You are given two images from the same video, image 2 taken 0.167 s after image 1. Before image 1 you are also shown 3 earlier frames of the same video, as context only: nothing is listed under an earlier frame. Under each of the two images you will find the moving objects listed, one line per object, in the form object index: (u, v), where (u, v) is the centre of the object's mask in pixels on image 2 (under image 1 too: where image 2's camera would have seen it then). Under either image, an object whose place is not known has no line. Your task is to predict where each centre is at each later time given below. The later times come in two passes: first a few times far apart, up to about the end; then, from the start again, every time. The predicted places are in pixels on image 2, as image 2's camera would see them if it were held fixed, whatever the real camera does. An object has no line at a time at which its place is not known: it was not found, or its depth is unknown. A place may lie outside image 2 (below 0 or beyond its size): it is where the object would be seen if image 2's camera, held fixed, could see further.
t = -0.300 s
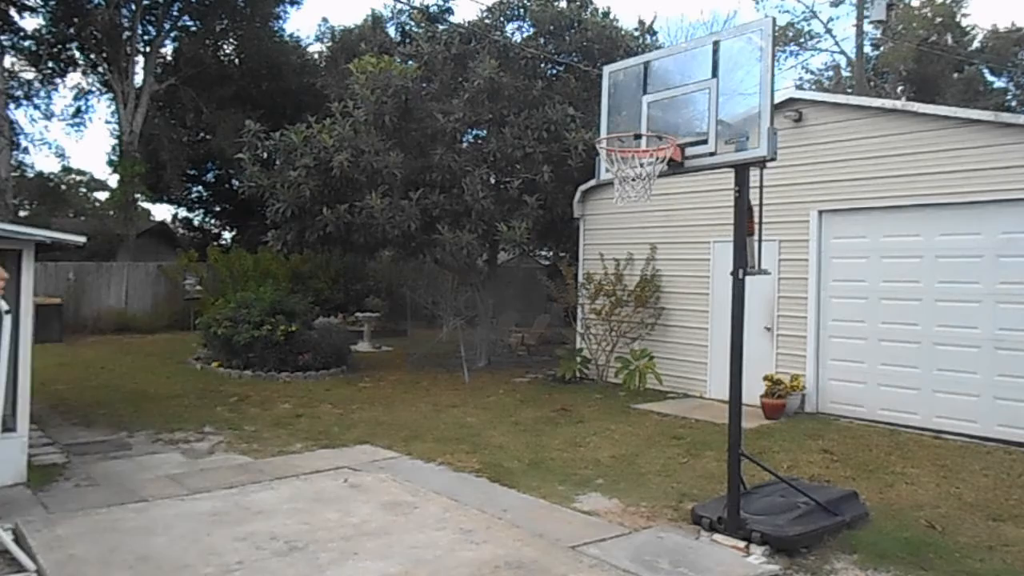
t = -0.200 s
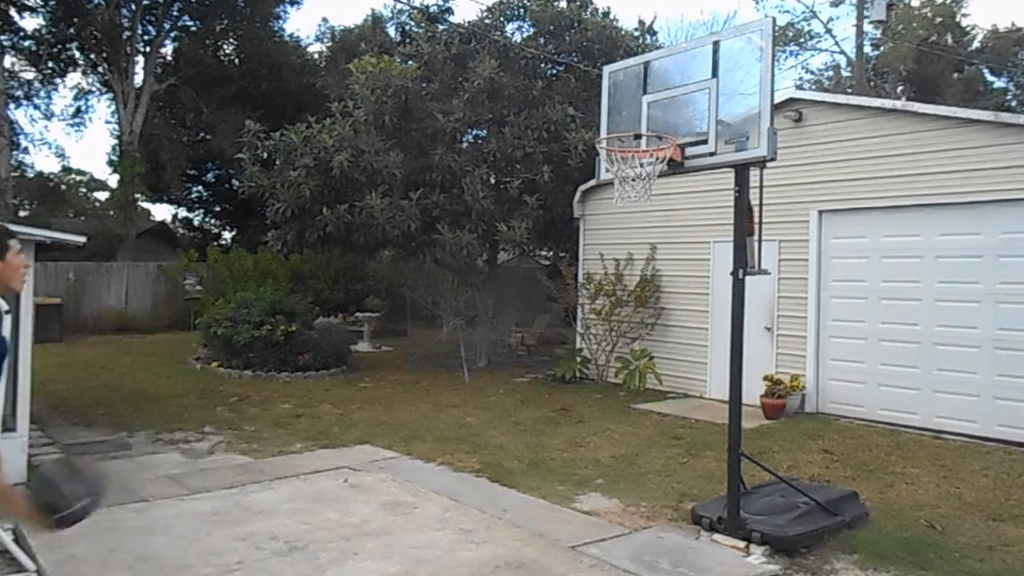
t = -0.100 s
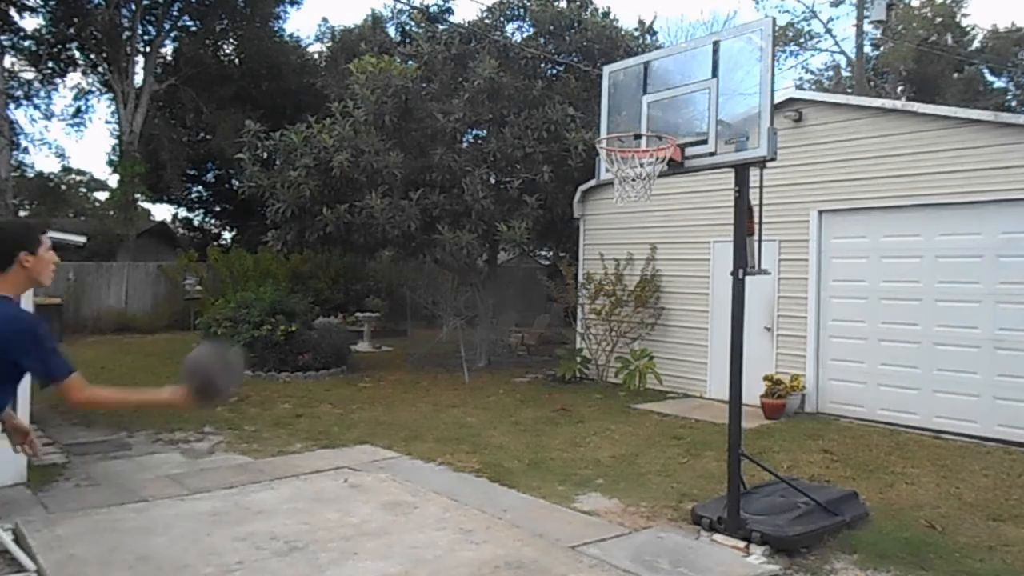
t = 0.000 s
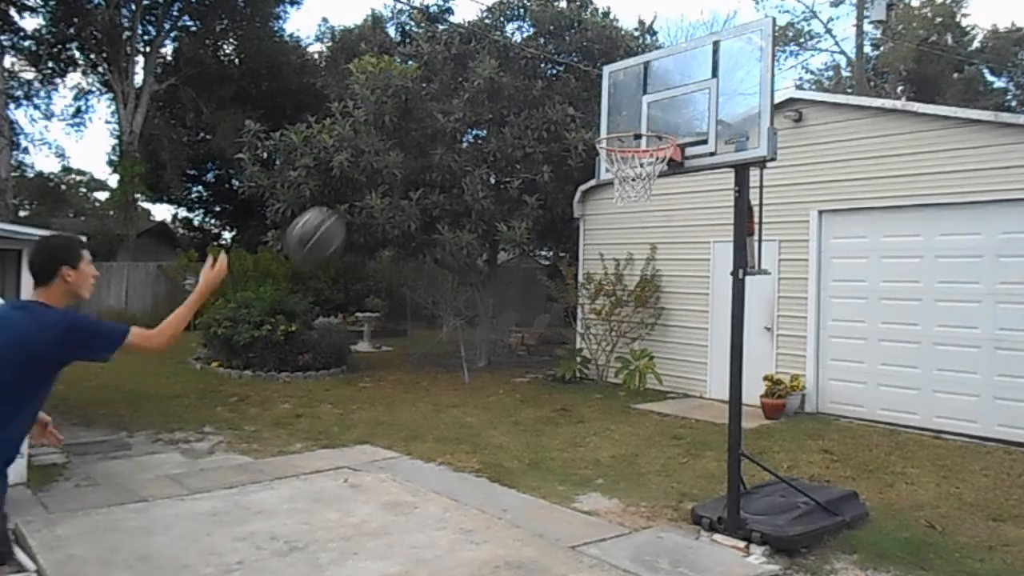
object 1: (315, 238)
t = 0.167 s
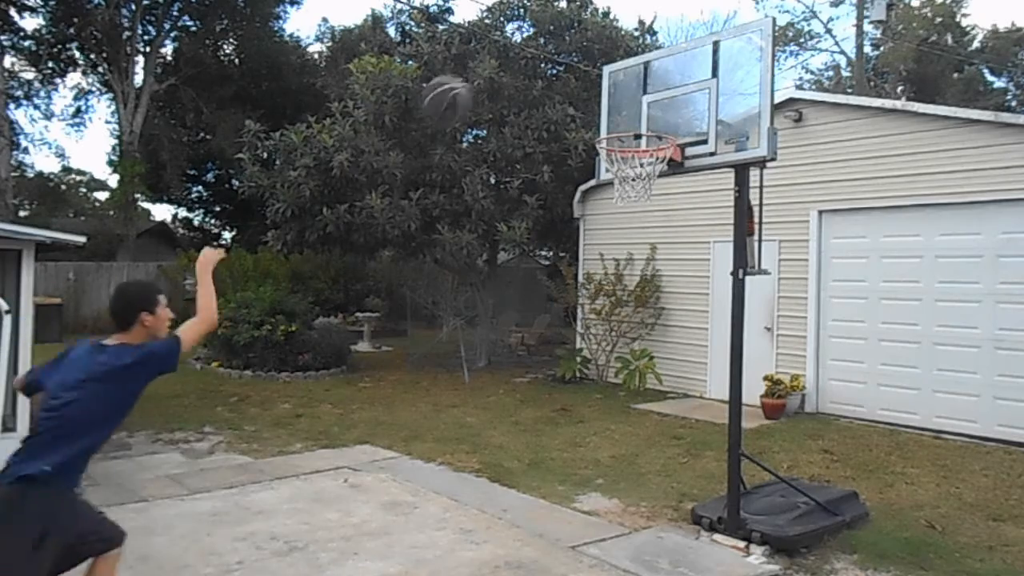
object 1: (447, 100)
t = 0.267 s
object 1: (509, 58)
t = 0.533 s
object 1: (640, 45)
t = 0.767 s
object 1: (632, 65)
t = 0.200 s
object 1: (468, 81)
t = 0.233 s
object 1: (488, 67)
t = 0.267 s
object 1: (509, 58)
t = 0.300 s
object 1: (528, 48)
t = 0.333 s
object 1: (547, 41)
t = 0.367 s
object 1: (565, 37)
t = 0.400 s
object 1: (580, 34)
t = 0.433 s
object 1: (597, 38)
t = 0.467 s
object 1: (611, 39)
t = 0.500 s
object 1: (625, 40)
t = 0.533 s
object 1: (640, 45)
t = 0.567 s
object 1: (652, 52)
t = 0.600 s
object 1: (665, 59)
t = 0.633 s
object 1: (667, 60)
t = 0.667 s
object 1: (659, 59)
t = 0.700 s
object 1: (650, 60)
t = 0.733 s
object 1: (641, 61)
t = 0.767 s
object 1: (632, 65)
